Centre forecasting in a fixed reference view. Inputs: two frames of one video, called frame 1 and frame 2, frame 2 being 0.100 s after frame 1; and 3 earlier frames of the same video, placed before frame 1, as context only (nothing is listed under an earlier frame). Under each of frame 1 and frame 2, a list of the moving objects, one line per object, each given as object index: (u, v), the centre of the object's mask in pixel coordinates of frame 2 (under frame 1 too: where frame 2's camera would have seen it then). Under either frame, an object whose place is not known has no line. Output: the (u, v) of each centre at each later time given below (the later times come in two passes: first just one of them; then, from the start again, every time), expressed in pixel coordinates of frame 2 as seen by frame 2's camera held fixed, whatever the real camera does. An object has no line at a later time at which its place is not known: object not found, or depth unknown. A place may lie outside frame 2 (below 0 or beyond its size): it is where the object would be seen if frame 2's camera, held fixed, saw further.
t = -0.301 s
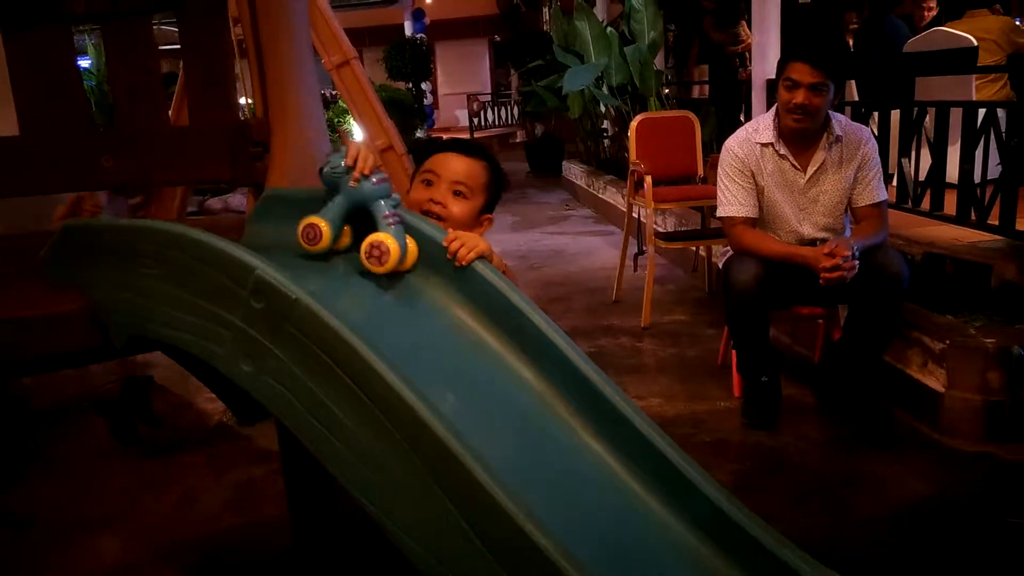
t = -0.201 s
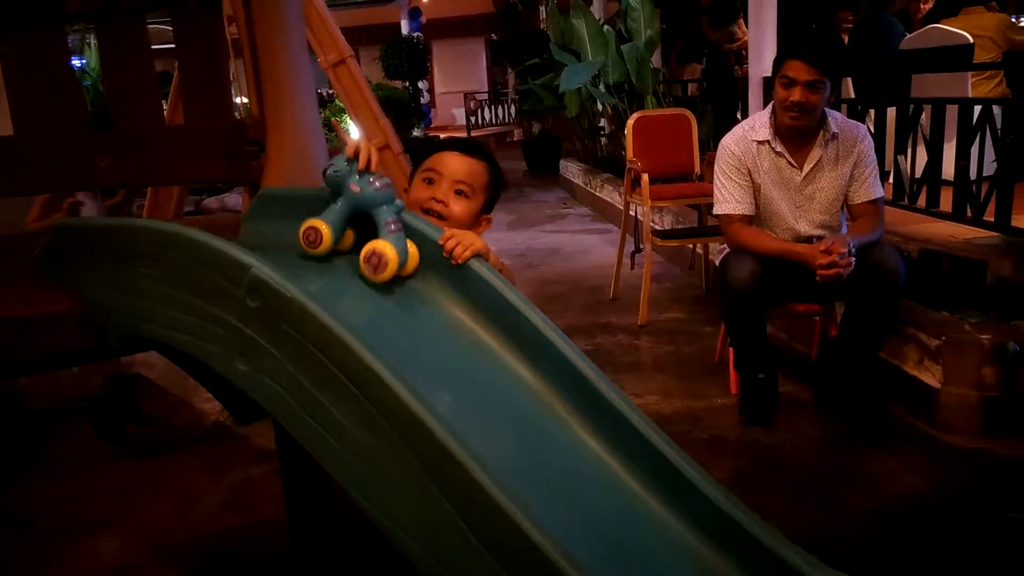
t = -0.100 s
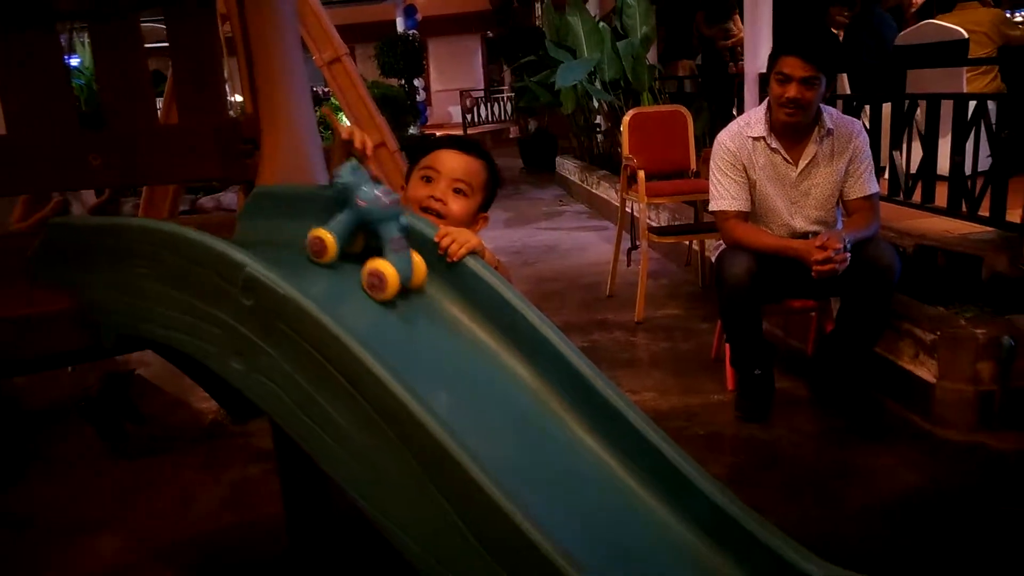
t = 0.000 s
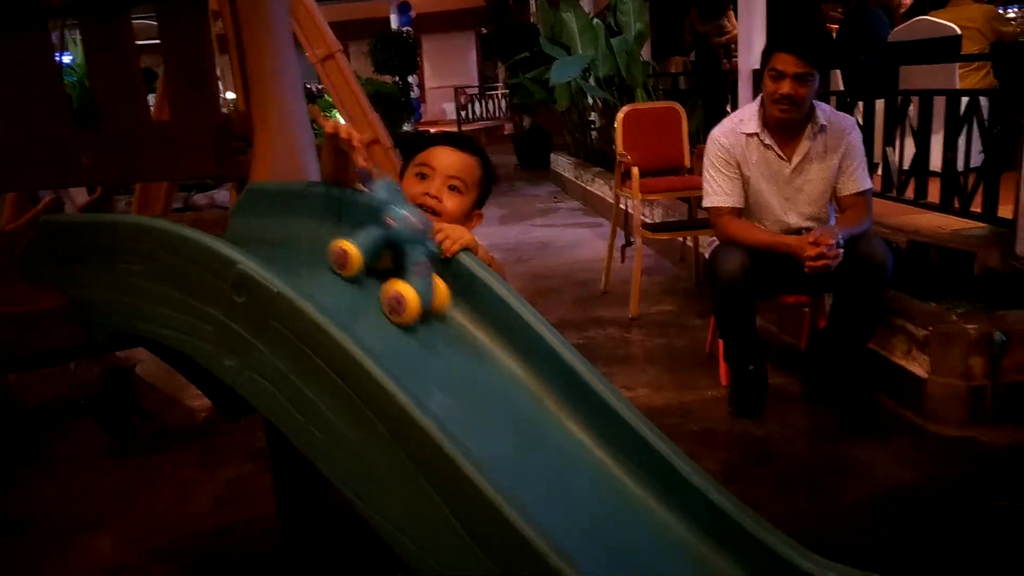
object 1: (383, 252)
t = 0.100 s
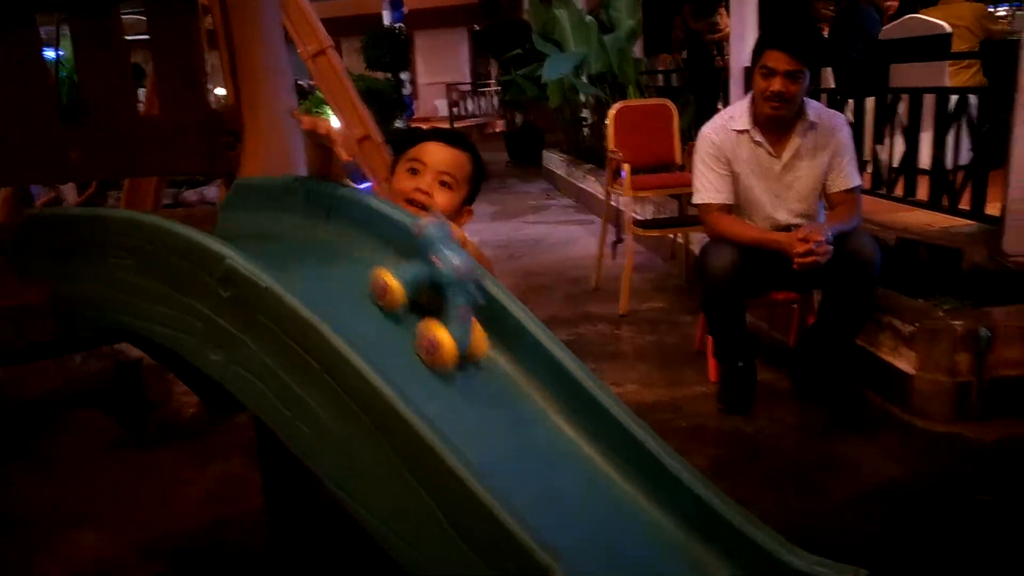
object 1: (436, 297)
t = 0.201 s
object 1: (512, 376)
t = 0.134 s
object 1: (458, 319)
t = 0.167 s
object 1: (483, 351)
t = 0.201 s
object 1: (512, 376)
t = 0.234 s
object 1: (543, 411)
